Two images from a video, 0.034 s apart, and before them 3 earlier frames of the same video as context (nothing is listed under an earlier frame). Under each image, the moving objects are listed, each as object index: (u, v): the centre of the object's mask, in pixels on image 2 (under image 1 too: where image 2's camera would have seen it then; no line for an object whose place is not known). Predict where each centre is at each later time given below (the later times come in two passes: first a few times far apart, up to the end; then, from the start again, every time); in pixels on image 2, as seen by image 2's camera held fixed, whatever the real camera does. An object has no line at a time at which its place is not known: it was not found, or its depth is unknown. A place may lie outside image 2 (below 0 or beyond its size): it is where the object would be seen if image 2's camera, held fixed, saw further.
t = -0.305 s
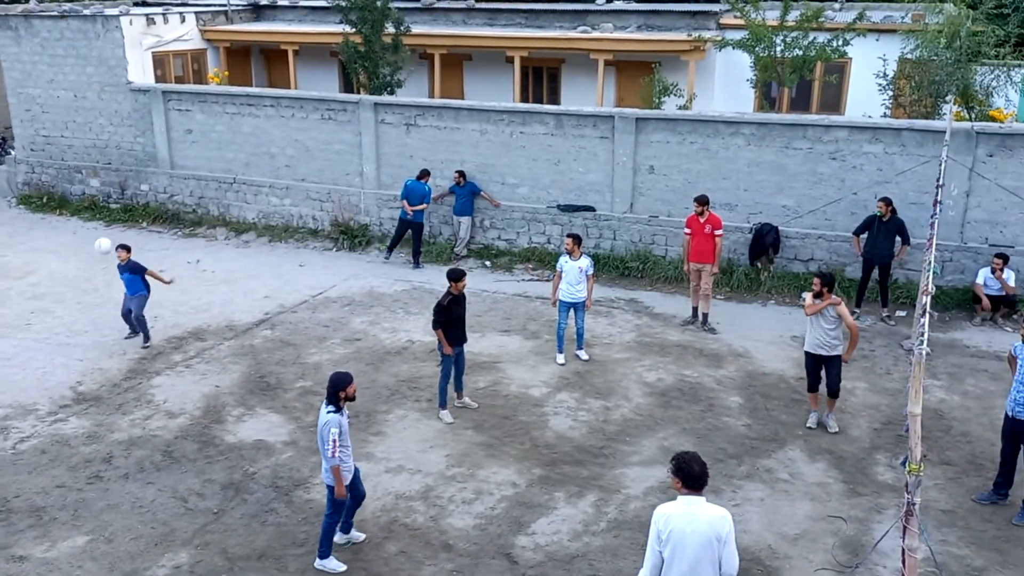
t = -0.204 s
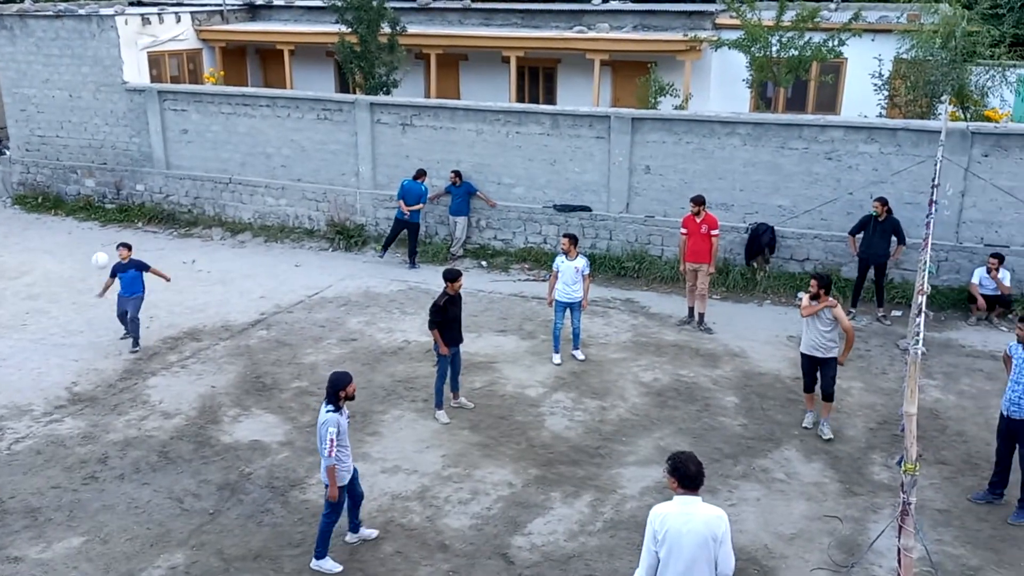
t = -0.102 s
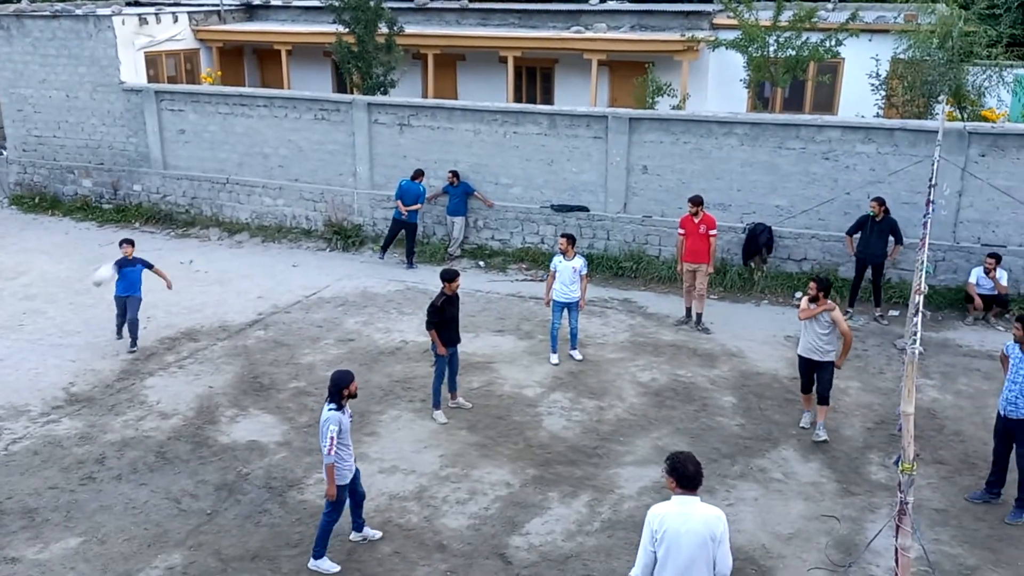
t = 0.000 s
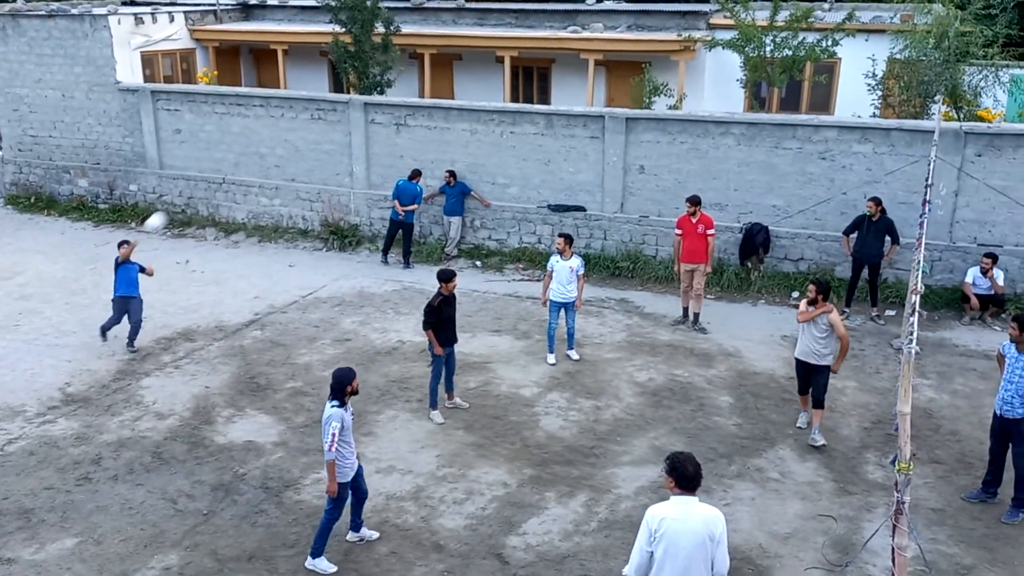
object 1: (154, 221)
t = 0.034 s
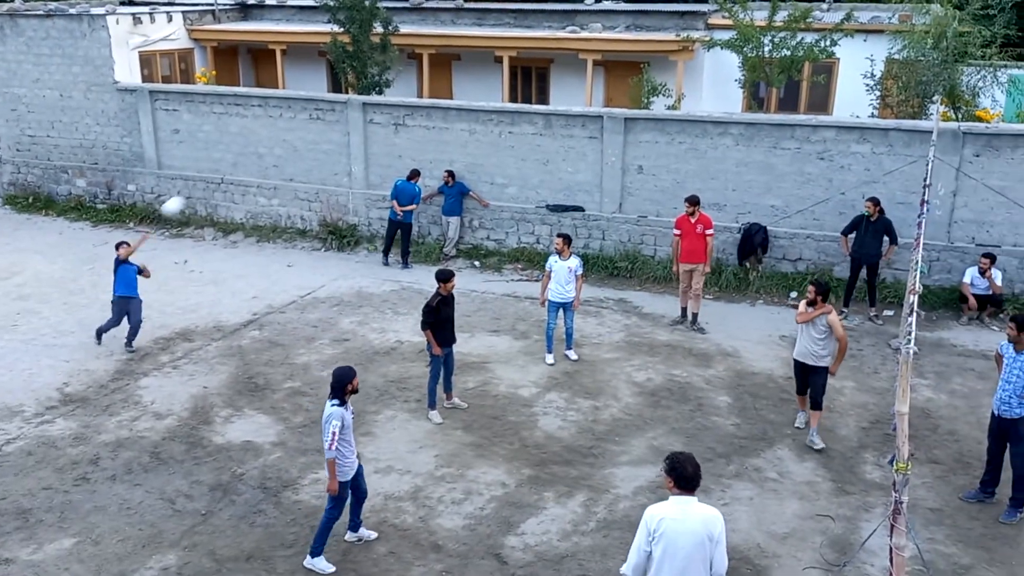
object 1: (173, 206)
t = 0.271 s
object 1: (321, 110)
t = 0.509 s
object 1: (489, 55)
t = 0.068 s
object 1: (194, 190)
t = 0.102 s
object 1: (214, 175)
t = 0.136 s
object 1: (234, 161)
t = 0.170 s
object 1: (255, 147)
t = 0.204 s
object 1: (277, 134)
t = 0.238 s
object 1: (299, 122)
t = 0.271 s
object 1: (321, 110)
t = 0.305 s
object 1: (344, 100)
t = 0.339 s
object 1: (367, 90)
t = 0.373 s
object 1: (390, 82)
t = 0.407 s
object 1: (414, 74)
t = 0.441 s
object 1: (439, 66)
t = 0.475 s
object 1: (464, 60)
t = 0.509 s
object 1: (489, 55)
